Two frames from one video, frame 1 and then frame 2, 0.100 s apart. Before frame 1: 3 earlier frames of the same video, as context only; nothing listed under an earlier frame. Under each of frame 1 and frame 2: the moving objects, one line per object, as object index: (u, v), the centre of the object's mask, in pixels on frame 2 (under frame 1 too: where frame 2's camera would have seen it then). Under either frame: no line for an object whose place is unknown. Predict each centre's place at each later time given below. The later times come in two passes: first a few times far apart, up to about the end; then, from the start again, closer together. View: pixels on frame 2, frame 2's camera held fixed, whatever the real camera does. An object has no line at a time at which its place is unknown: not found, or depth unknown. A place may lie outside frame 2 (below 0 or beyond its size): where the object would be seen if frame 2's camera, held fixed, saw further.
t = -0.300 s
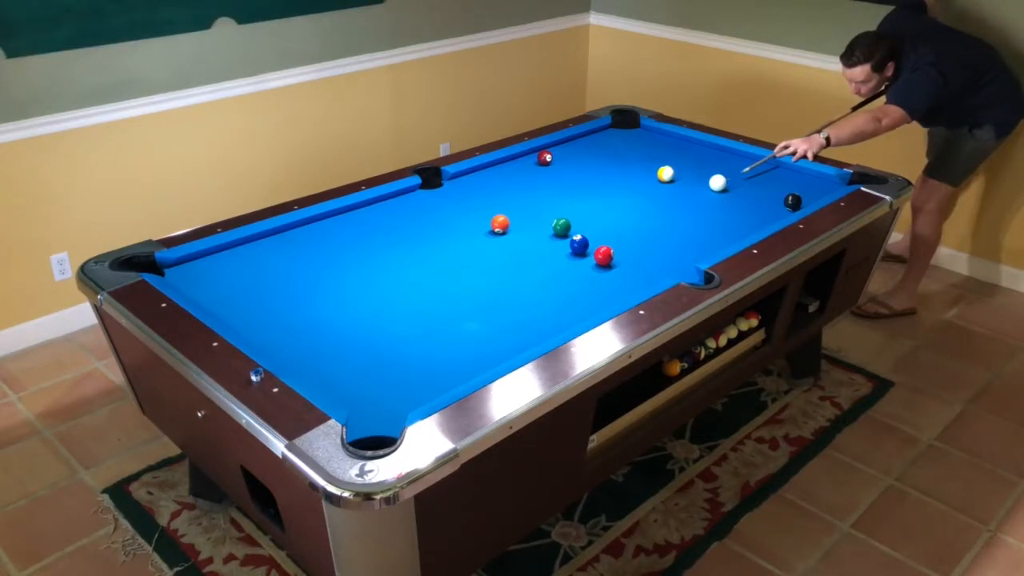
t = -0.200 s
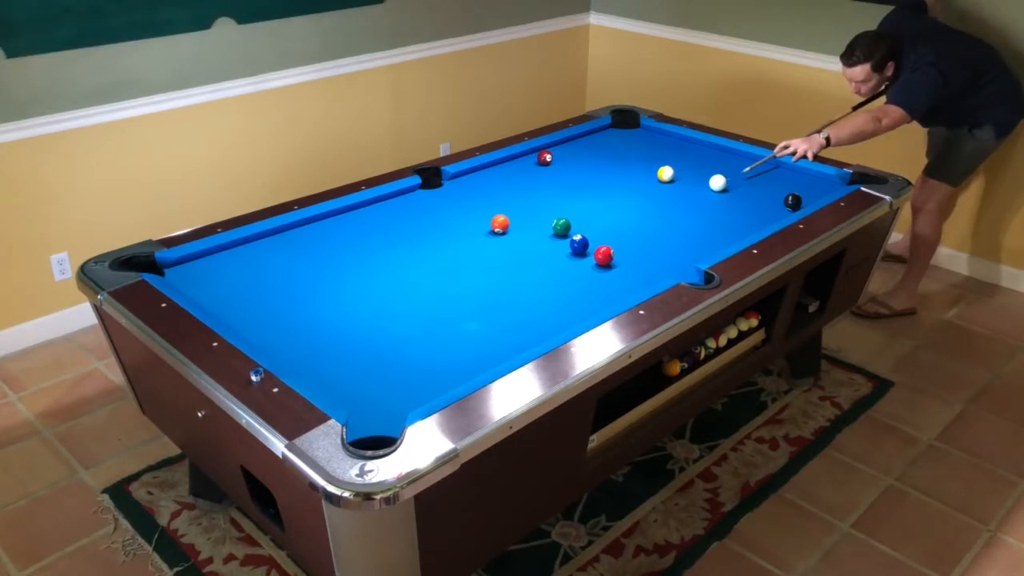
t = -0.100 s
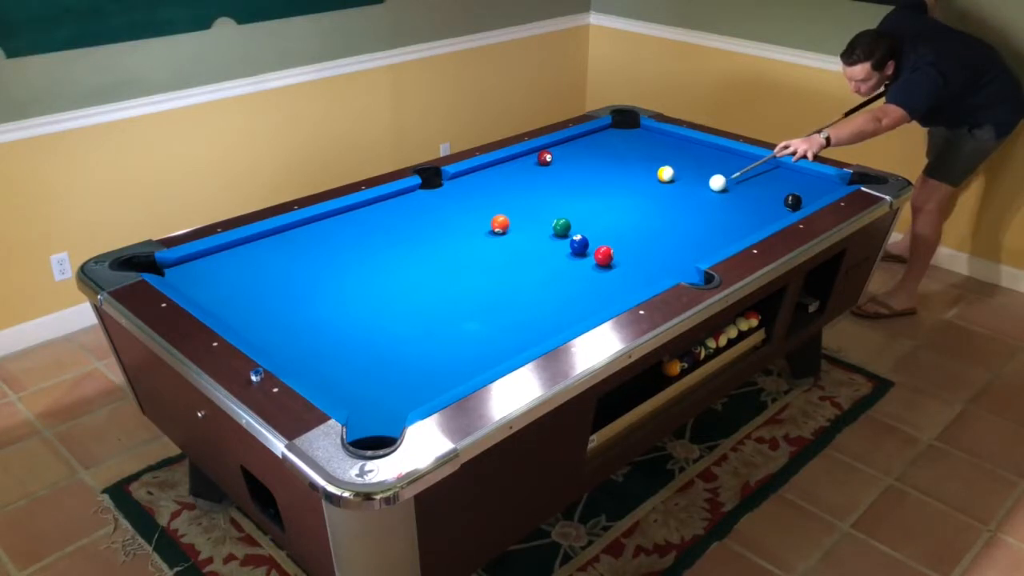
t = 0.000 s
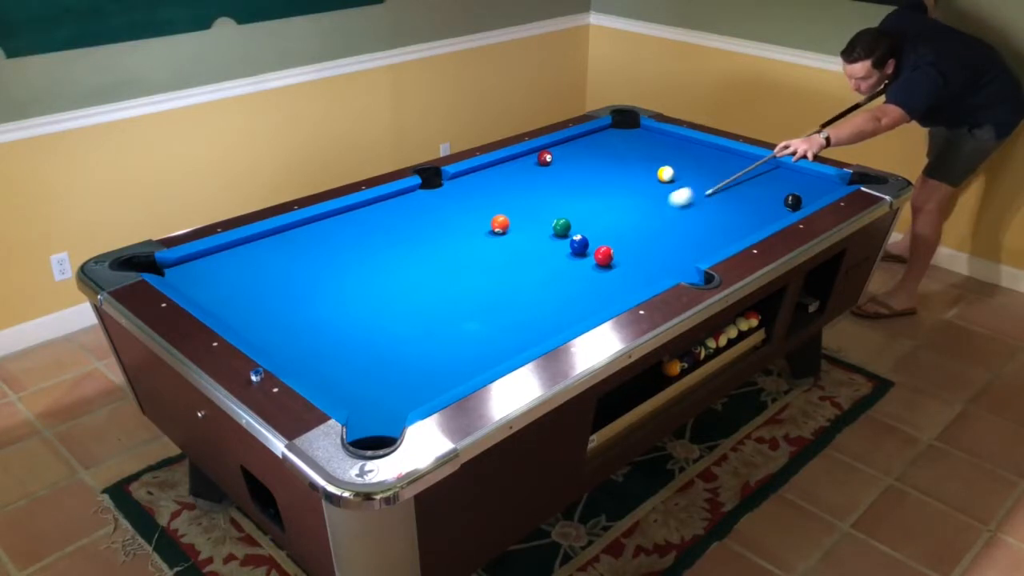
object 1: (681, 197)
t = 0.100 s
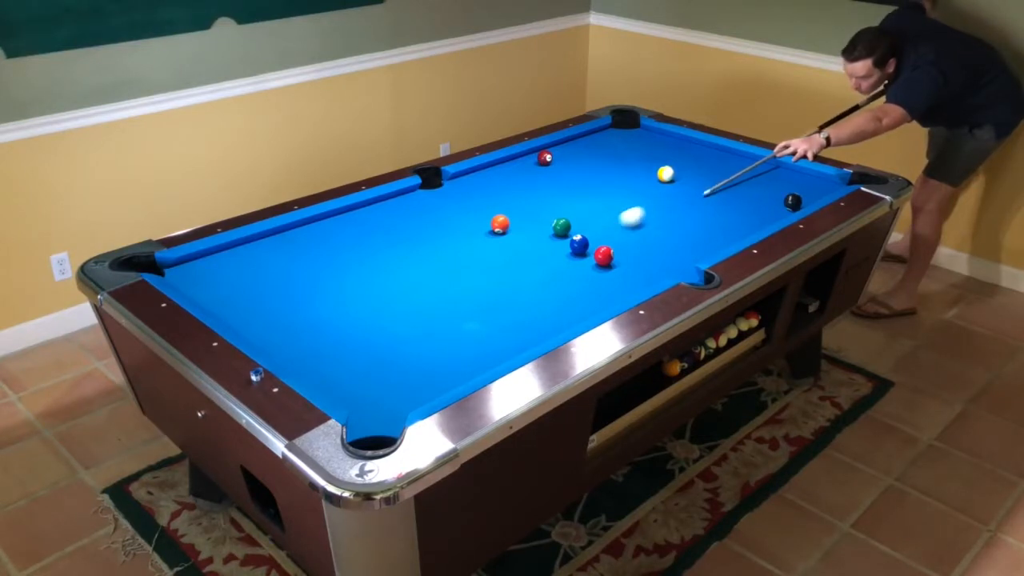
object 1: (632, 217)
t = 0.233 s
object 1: (576, 235)
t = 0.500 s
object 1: (529, 233)
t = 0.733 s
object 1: (491, 232)
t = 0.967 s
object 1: (456, 231)
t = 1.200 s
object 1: (421, 230)
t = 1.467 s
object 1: (384, 228)
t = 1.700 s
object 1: (354, 227)
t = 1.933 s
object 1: (325, 226)
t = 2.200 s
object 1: (301, 227)
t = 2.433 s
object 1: (299, 233)
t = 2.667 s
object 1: (297, 238)
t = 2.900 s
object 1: (296, 243)
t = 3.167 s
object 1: (294, 247)
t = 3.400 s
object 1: (293, 251)
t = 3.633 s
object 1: (292, 253)
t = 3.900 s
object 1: (290, 256)
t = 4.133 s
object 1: (290, 257)
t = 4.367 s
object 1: (290, 257)
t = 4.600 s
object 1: (290, 257)
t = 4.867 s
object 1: (290, 257)
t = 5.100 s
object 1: (290, 257)
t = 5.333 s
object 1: (290, 257)
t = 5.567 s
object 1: (289, 257)
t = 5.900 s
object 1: (291, 256)
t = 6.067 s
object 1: (290, 257)
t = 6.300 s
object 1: (290, 257)
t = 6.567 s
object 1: (290, 257)
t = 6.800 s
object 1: (290, 257)
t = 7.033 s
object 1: (290, 257)
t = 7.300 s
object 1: (290, 257)
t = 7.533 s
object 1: (290, 257)
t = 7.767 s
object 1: (290, 257)
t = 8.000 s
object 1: (290, 257)
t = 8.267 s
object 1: (290, 257)
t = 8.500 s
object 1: (290, 257)
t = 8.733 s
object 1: (290, 257)
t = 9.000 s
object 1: (290, 257)
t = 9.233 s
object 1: (290, 257)
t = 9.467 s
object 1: (290, 257)
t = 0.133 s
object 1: (616, 223)
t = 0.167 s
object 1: (600, 230)
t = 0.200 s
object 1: (585, 234)
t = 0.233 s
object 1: (576, 235)
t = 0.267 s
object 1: (569, 235)
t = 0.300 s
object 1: (564, 234)
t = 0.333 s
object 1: (557, 234)
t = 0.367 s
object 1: (552, 234)
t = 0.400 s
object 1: (546, 234)
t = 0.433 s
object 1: (540, 234)
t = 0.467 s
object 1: (535, 234)
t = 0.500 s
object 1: (529, 233)
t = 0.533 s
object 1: (524, 233)
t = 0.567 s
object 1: (519, 233)
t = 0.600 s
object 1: (513, 233)
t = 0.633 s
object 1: (508, 233)
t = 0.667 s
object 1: (502, 233)
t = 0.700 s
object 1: (497, 233)
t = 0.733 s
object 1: (491, 232)
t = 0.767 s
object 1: (486, 232)
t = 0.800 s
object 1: (481, 232)
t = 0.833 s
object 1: (476, 232)
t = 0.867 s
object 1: (471, 232)
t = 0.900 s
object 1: (466, 231)
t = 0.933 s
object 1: (461, 231)
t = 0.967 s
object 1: (456, 231)
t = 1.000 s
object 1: (451, 231)
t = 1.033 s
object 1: (446, 231)
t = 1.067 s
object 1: (441, 231)
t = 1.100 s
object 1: (436, 230)
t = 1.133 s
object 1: (431, 230)
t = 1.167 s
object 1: (426, 230)
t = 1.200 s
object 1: (421, 230)
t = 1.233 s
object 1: (417, 230)
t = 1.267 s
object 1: (412, 229)
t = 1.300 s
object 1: (407, 229)
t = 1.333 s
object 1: (402, 229)
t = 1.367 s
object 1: (398, 229)
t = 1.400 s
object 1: (393, 229)
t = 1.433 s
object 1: (389, 229)
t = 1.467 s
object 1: (384, 228)
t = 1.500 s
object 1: (380, 228)
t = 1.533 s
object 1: (375, 228)
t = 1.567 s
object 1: (371, 228)
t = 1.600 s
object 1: (367, 228)
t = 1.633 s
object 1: (362, 228)
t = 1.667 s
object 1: (358, 227)
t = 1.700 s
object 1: (354, 227)
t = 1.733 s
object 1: (349, 227)
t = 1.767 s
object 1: (345, 227)
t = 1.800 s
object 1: (341, 227)
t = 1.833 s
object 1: (337, 227)
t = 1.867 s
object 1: (333, 227)
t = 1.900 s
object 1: (329, 226)
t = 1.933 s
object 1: (325, 226)
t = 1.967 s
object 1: (321, 226)
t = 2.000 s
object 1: (317, 226)
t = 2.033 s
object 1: (313, 226)
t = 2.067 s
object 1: (309, 225)
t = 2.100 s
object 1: (305, 225)
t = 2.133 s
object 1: (301, 225)
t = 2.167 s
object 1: (301, 226)
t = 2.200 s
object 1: (301, 227)
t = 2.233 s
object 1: (300, 228)
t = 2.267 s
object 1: (300, 228)
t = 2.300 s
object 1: (300, 229)
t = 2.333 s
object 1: (299, 230)
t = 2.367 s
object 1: (299, 231)
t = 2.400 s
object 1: (299, 232)
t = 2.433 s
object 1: (299, 233)
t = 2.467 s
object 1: (299, 233)
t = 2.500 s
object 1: (298, 234)
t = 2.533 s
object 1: (298, 235)
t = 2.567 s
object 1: (298, 236)
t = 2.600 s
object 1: (298, 237)
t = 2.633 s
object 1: (298, 237)
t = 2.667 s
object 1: (297, 238)
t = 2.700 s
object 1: (297, 239)
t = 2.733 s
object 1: (297, 239)
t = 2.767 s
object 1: (297, 240)
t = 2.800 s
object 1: (297, 241)
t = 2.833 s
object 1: (296, 241)
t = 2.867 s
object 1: (296, 242)
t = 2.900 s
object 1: (296, 243)
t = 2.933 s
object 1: (296, 243)
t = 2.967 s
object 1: (296, 244)
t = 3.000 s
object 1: (295, 245)
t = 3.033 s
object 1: (295, 245)
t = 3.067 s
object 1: (295, 246)
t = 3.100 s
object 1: (295, 246)
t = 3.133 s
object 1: (294, 247)
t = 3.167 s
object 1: (294, 247)
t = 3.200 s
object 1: (294, 248)
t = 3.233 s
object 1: (294, 249)
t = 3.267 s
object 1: (294, 249)
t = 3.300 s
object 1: (293, 250)
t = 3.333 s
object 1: (293, 250)
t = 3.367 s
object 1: (293, 251)
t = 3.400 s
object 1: (293, 251)
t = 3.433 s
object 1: (293, 251)
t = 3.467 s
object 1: (293, 252)
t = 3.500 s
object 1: (292, 252)
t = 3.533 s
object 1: (292, 253)
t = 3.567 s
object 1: (292, 253)
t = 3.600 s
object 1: (292, 253)
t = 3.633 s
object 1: (292, 253)
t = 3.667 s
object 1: (291, 254)
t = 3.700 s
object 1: (291, 254)
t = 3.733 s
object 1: (291, 255)
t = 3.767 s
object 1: (291, 255)
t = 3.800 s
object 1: (291, 255)
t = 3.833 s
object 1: (291, 255)
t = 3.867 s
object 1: (291, 255)
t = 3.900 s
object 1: (290, 256)
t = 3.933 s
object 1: (290, 256)
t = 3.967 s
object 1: (290, 256)
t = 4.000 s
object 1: (290, 256)
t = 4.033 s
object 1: (290, 256)
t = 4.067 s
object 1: (290, 257)
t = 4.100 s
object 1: (290, 257)
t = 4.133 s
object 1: (290, 257)
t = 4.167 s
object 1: (290, 257)
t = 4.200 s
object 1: (290, 257)
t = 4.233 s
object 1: (290, 257)
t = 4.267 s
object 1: (290, 257)
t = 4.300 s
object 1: (290, 257)
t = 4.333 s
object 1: (290, 257)
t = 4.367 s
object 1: (290, 257)
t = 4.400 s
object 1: (290, 257)
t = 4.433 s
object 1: (290, 257)
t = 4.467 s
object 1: (290, 257)
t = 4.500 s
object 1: (290, 257)
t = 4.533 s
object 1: (290, 257)
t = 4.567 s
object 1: (290, 257)
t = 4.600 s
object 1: (290, 257)
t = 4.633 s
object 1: (290, 257)
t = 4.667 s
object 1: (290, 257)
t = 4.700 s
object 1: (290, 257)
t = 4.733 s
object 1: (290, 257)
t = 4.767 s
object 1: (290, 257)
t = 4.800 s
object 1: (290, 257)
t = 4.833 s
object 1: (290, 257)
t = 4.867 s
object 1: (290, 257)
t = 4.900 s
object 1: (290, 257)
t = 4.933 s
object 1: (290, 257)
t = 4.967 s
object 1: (290, 257)
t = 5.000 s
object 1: (290, 257)
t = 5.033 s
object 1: (290, 257)
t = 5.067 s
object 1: (290, 257)
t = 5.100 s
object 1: (290, 257)
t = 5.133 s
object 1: (290, 257)
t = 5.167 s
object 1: (290, 257)
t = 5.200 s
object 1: (290, 257)
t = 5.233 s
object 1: (290, 257)
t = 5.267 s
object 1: (290, 257)
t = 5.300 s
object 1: (290, 257)
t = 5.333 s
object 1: (290, 257)
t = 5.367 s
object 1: (290, 257)
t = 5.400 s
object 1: (290, 257)
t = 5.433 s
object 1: (290, 257)
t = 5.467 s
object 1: (290, 257)
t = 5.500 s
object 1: (290, 257)
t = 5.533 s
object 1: (290, 257)
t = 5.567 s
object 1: (289, 257)
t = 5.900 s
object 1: (291, 256)
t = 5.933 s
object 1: (290, 257)
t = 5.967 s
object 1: (290, 257)
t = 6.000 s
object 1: (290, 257)
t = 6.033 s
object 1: (290, 257)
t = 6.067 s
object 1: (290, 257)
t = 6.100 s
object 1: (290, 257)
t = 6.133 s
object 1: (290, 257)
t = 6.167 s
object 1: (290, 257)
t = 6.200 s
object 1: (290, 257)
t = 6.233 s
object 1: (290, 257)
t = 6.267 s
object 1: (290, 257)
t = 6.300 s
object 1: (290, 257)
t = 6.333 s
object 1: (290, 257)
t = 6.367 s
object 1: (290, 257)
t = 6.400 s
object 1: (290, 257)
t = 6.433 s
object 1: (290, 257)
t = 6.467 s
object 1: (290, 257)
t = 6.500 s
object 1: (290, 257)
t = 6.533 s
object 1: (290, 257)
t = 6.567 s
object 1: (290, 257)
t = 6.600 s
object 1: (290, 257)
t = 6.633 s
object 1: (290, 257)
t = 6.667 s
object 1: (290, 257)
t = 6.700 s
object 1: (290, 257)
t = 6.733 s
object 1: (290, 257)
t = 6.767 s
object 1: (290, 257)
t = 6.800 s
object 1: (290, 257)
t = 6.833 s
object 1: (290, 257)
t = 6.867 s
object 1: (290, 257)
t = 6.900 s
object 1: (290, 257)
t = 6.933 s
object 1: (290, 257)
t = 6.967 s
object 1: (290, 257)
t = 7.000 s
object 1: (290, 257)
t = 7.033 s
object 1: (290, 257)
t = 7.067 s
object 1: (290, 257)
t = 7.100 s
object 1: (290, 257)
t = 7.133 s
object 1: (290, 257)
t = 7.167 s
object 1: (290, 257)
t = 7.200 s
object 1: (290, 257)
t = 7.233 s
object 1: (290, 257)
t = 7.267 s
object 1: (290, 257)
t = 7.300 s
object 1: (290, 257)
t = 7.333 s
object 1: (290, 257)
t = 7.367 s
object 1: (290, 257)
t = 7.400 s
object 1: (290, 257)
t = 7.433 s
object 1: (290, 257)
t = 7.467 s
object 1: (290, 257)
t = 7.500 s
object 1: (290, 257)
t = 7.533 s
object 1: (290, 257)
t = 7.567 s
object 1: (290, 257)
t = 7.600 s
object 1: (290, 257)
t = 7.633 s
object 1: (290, 257)
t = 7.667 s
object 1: (290, 257)
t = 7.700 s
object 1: (290, 257)
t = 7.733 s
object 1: (290, 257)
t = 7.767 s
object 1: (290, 257)
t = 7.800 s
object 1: (290, 257)
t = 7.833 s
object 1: (290, 257)
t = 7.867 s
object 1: (290, 257)
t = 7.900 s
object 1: (290, 257)
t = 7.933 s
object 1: (290, 257)
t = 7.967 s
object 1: (290, 257)
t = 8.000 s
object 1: (290, 257)
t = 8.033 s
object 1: (290, 257)
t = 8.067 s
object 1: (290, 257)
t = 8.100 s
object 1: (290, 257)
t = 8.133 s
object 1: (290, 257)
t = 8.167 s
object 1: (290, 257)
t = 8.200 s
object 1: (290, 257)
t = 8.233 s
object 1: (290, 257)
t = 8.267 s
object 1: (290, 257)
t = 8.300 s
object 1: (290, 257)
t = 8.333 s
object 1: (290, 257)
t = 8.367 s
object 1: (290, 257)
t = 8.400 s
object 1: (290, 257)
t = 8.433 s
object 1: (290, 257)
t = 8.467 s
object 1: (290, 257)
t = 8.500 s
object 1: (290, 257)
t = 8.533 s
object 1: (290, 257)
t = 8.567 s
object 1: (290, 257)
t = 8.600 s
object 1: (290, 257)
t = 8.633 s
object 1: (290, 257)
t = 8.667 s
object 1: (290, 257)
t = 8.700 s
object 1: (290, 257)
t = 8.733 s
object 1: (290, 257)
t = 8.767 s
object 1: (290, 257)
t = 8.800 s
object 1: (290, 257)
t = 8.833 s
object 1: (290, 257)
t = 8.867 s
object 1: (290, 257)
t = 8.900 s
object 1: (290, 257)
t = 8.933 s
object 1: (290, 257)
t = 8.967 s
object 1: (290, 257)
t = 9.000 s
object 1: (290, 257)
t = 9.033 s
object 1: (290, 257)
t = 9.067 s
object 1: (290, 257)
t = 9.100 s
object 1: (290, 257)
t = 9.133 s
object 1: (290, 257)
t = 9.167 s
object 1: (290, 257)
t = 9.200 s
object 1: (290, 257)
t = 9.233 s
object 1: (290, 257)
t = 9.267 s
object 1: (290, 257)
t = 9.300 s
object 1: (290, 257)
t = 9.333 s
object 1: (290, 257)
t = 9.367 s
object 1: (290, 257)
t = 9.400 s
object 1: (290, 257)
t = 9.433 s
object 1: (290, 257)
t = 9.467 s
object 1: (290, 257)
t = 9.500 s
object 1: (290, 257)
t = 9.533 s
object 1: (290, 257)
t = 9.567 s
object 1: (290, 257)
